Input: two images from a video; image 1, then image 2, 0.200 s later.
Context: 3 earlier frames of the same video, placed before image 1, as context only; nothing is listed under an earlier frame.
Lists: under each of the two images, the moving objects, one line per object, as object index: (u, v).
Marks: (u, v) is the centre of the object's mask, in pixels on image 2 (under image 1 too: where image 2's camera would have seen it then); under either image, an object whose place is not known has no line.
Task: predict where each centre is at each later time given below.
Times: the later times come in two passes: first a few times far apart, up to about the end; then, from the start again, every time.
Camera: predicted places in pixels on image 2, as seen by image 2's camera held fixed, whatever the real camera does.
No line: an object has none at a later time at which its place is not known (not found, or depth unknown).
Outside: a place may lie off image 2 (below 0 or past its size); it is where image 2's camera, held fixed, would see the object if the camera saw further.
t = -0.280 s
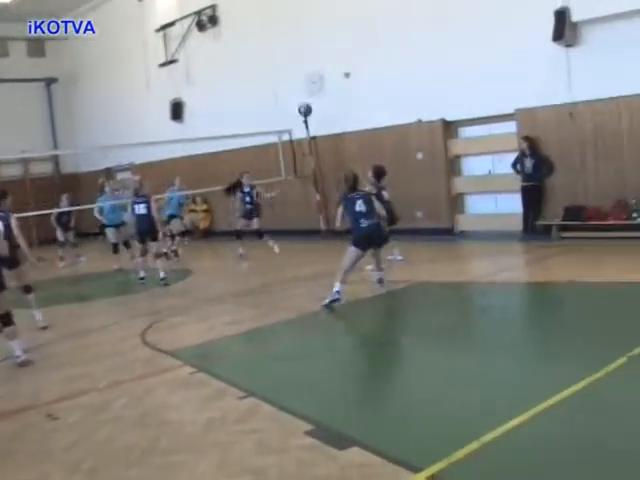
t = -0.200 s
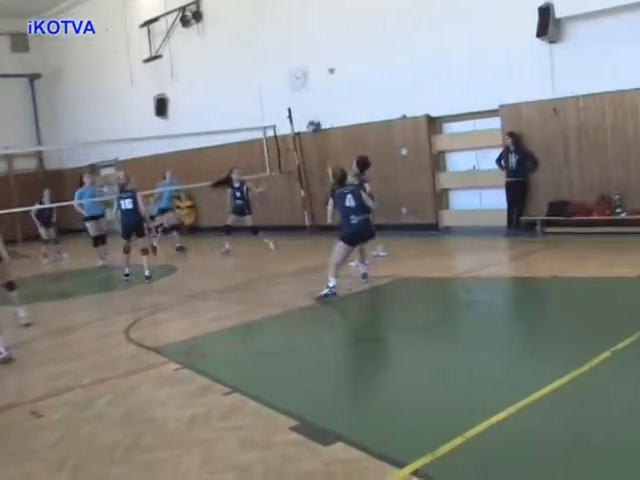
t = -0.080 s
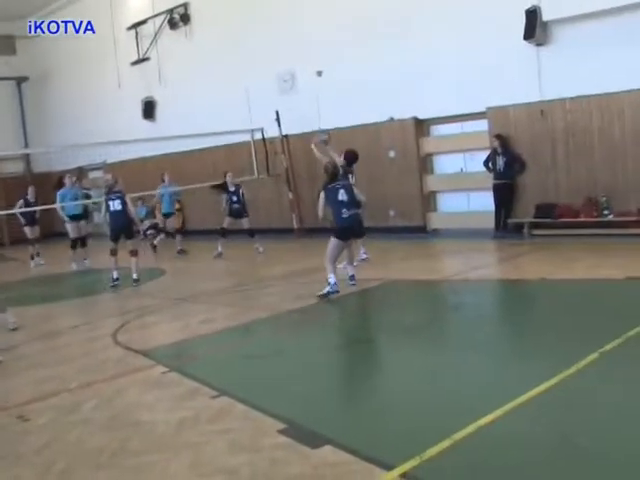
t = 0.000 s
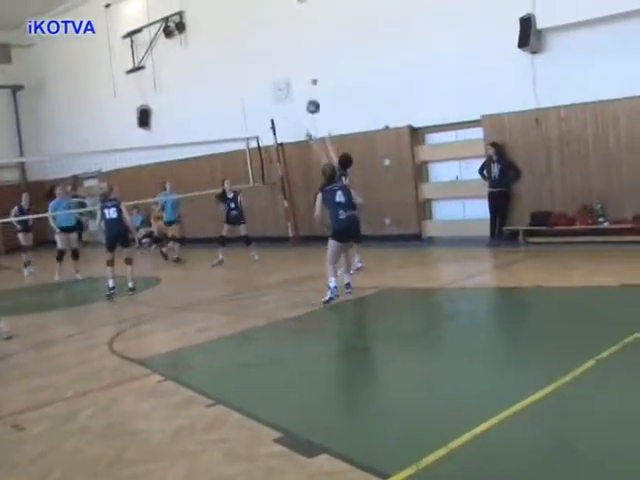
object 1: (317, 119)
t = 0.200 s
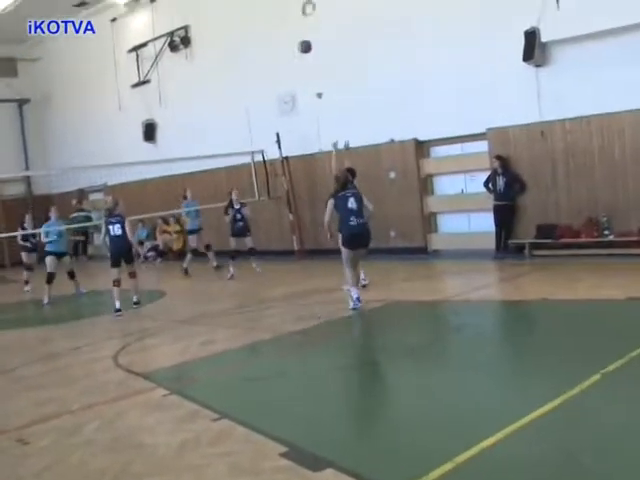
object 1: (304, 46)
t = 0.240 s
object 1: (303, 36)
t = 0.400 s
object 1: (297, 6)
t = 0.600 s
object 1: (294, -8)
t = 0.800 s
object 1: (292, 4)
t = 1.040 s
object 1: (293, 50)
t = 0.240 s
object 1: (303, 36)
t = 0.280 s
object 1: (301, 27)
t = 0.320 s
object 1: (300, 19)
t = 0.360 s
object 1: (298, 12)
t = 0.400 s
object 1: (297, 6)
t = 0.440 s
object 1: (296, 1)
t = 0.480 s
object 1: (296, -3)
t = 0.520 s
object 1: (295, -5)
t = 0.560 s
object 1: (294, -8)
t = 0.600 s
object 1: (294, -8)
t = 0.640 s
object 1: (294, -8)
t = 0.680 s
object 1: (293, -7)
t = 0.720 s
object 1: (293, -5)
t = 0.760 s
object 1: (292, -1)
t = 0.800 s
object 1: (292, 4)
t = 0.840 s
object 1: (292, 9)
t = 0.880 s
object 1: (292, 16)
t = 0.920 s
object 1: (292, 24)
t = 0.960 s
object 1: (292, 31)
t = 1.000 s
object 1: (292, 41)
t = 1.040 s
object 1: (293, 50)
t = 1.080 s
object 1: (293, 61)
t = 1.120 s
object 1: (294, 73)
